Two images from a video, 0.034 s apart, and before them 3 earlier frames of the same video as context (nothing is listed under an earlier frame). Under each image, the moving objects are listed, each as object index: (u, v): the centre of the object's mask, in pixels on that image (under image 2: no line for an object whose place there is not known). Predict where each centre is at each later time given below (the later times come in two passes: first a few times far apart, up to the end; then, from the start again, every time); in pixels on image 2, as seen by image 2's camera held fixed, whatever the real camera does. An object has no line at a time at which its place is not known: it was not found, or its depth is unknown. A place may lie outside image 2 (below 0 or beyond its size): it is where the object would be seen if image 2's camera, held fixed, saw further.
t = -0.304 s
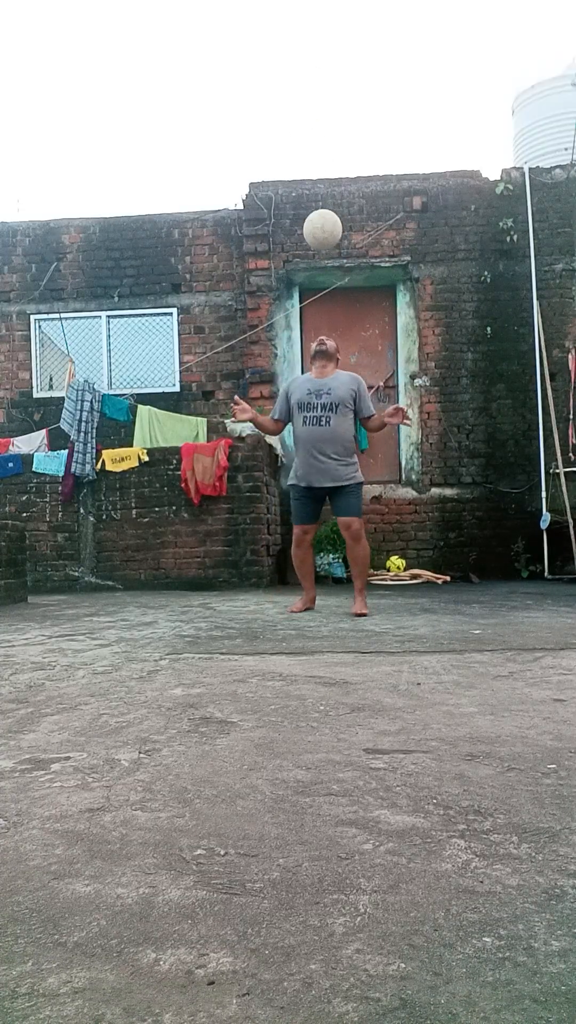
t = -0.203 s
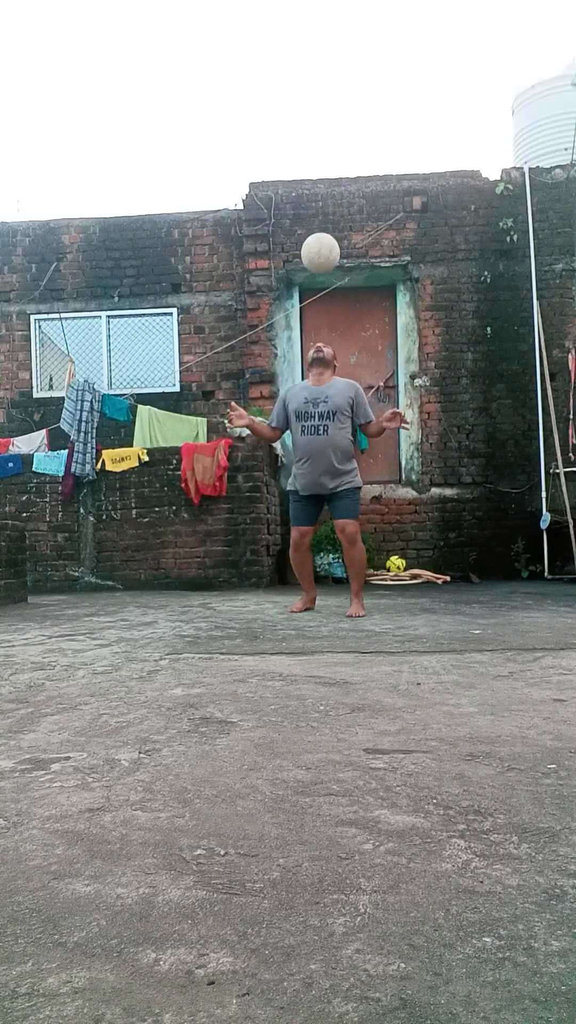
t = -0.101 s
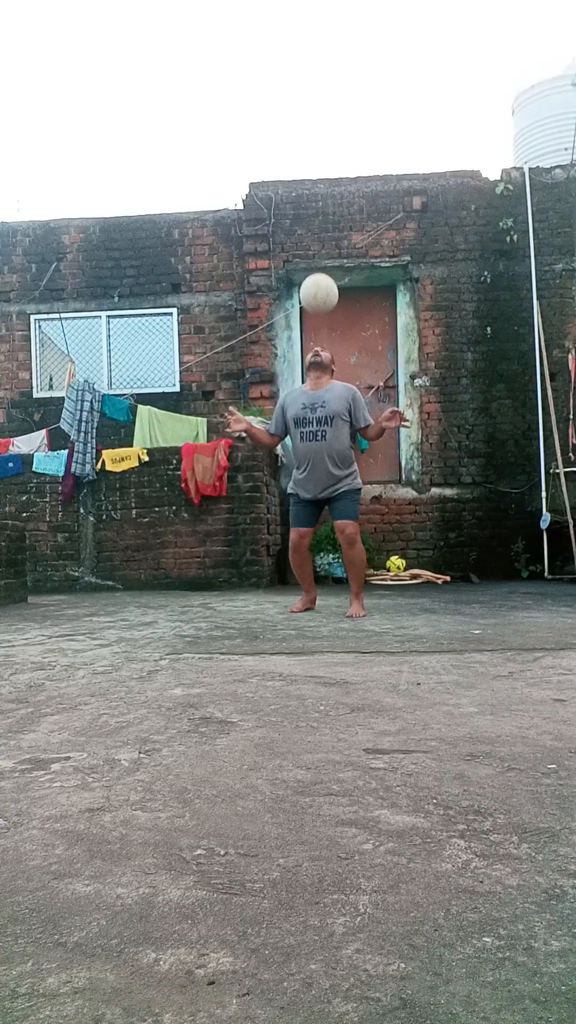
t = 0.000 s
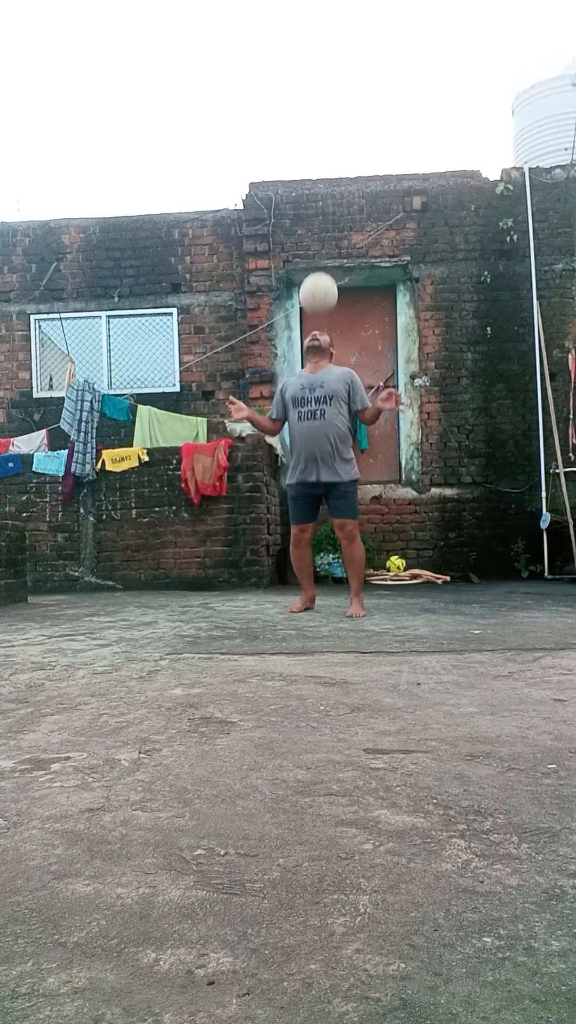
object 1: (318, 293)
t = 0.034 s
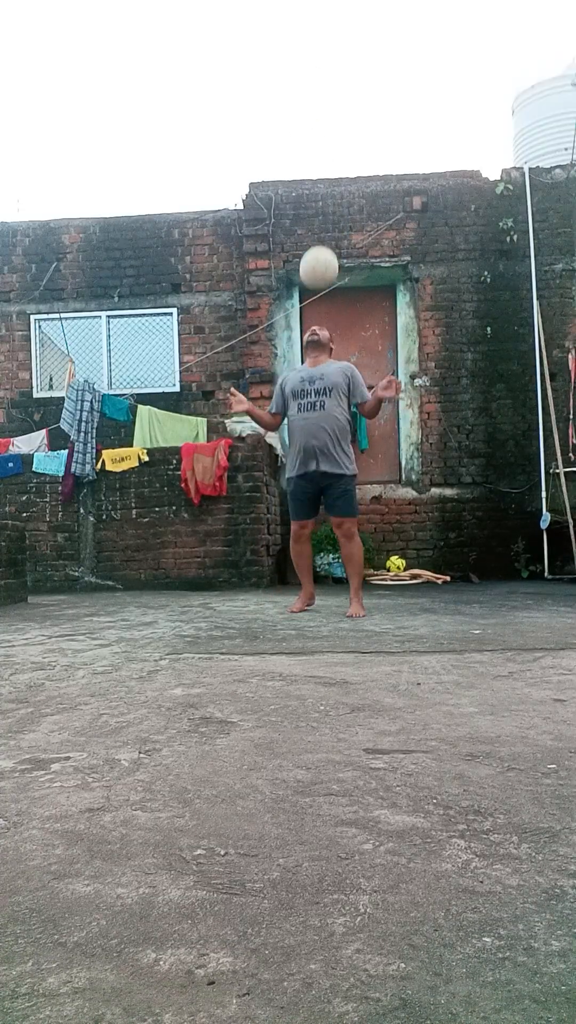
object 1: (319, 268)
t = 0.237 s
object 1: (323, 153)
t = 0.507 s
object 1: (331, 110)
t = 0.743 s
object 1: (340, 172)
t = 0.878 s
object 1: (346, 247)
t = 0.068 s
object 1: (319, 243)
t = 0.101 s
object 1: (320, 221)
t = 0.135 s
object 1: (321, 201)
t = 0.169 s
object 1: (321, 185)
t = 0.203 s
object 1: (322, 169)
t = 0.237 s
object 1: (323, 153)
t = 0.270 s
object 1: (323, 141)
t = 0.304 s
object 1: (324, 131)
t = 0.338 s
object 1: (325, 123)
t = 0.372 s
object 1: (326, 116)
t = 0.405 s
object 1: (327, 112)
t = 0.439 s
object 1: (328, 110)
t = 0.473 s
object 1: (329, 109)
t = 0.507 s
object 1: (331, 110)
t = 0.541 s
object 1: (332, 113)
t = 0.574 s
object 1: (333, 118)
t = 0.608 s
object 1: (334, 125)
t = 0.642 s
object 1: (336, 134)
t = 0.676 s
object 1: (337, 145)
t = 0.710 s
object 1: (339, 157)
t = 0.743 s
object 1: (340, 172)
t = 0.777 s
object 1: (342, 188)
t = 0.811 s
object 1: (343, 206)
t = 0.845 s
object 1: (345, 225)
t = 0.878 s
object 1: (346, 247)
